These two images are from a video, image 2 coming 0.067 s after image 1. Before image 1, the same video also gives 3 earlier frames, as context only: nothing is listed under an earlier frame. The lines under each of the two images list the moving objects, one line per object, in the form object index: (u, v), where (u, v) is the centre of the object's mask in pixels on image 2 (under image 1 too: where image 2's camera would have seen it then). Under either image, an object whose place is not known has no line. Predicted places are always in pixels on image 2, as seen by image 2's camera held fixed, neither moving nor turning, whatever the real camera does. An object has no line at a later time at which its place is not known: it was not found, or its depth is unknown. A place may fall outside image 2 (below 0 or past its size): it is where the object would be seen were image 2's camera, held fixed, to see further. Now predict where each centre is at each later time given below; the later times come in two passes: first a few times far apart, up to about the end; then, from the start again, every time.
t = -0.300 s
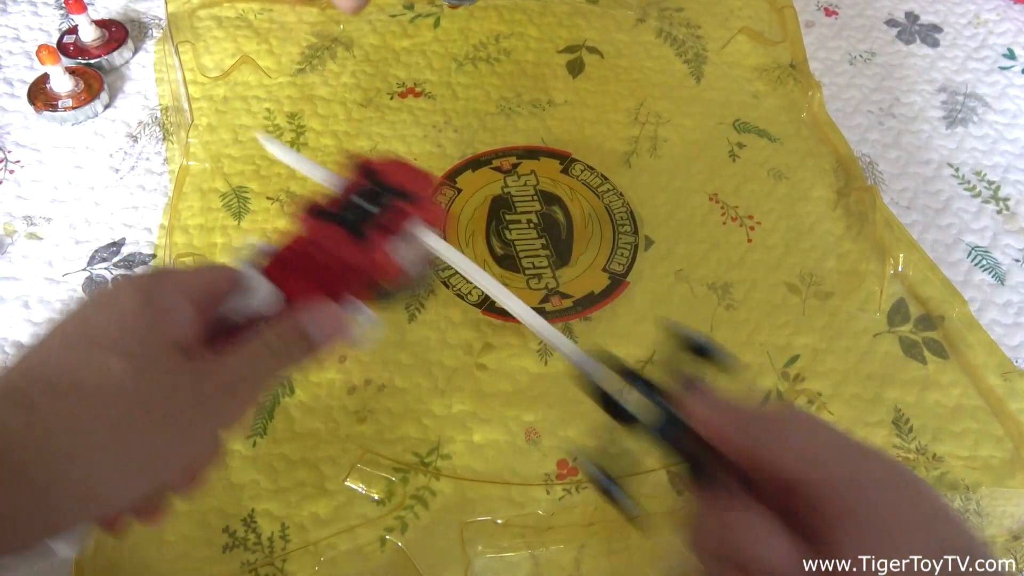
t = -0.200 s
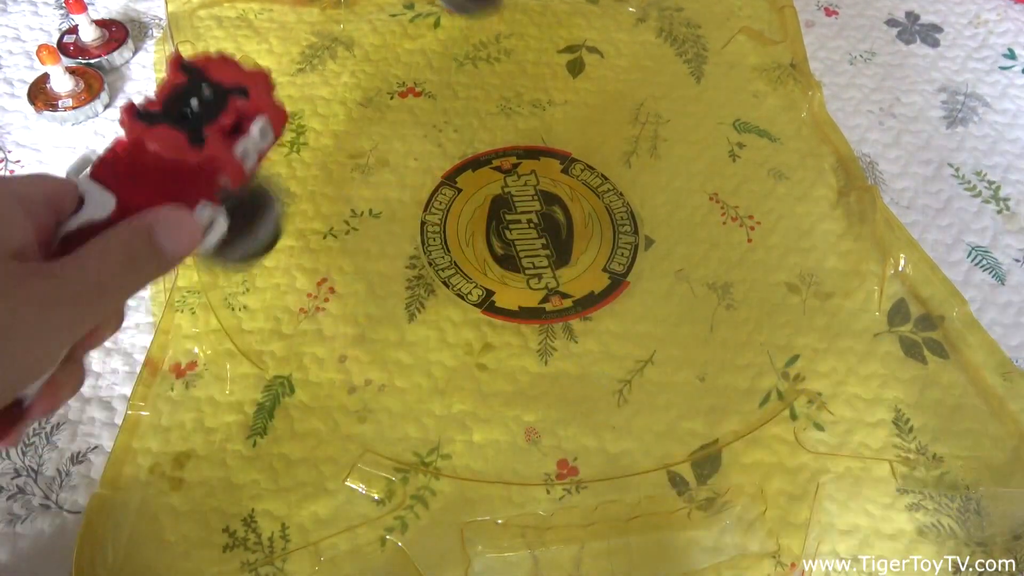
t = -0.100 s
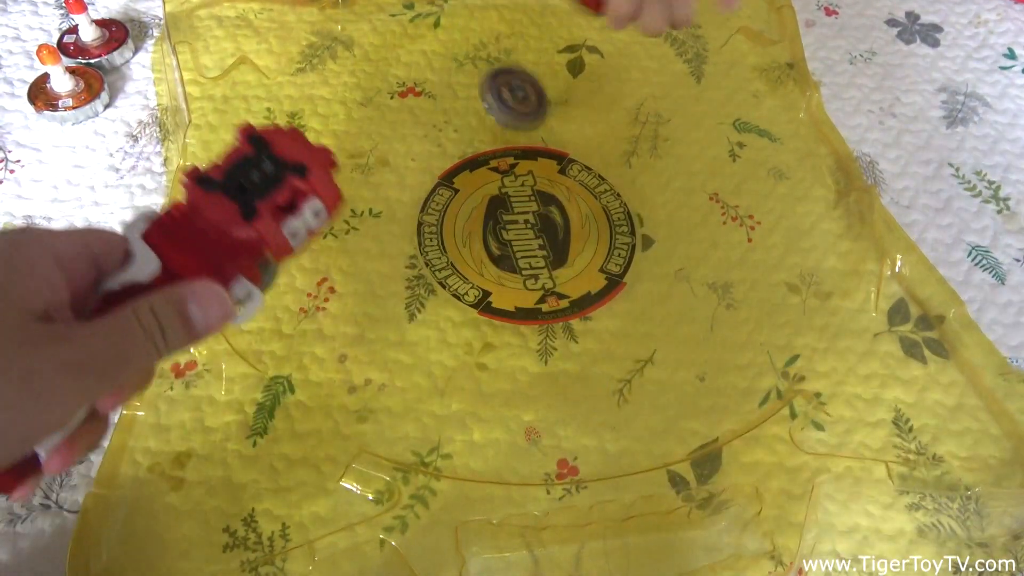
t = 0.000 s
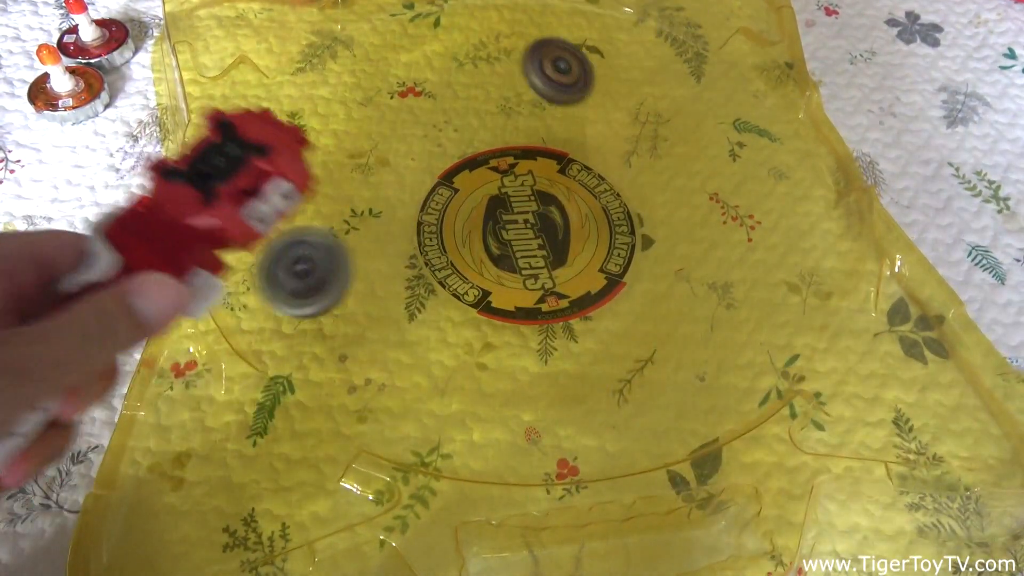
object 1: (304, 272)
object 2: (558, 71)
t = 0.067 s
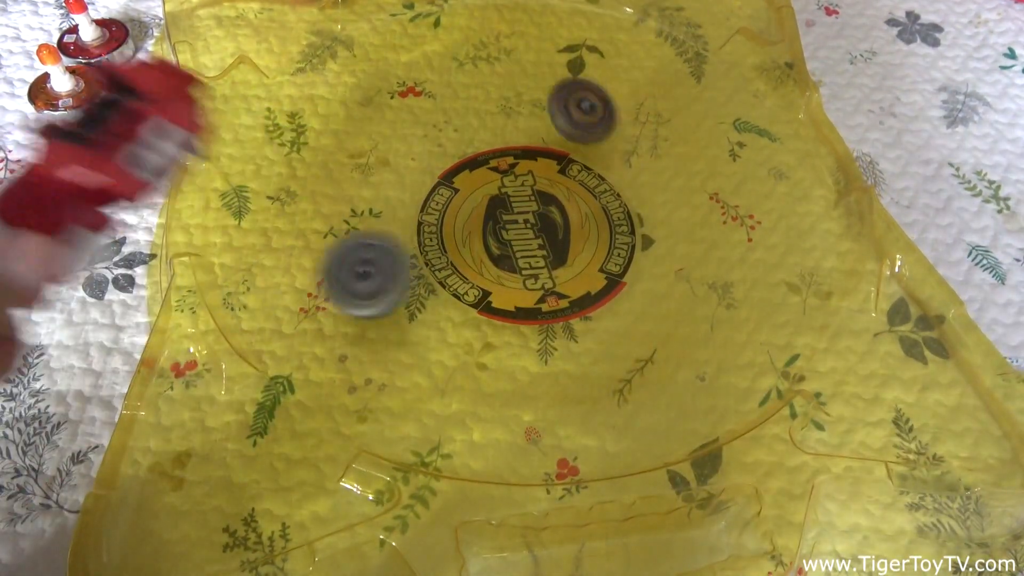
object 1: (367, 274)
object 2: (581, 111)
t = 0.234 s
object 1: (544, 265)
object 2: (634, 95)
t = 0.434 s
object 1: (693, 226)
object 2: (663, 88)
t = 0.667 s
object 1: (743, 177)
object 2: (669, 96)
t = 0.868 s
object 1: (742, 162)
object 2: (665, 102)
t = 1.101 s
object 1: (701, 174)
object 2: (637, 130)
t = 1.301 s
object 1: (673, 229)
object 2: (530, 149)
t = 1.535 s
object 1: (629, 284)
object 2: (412, 161)
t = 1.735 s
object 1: (576, 294)
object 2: (373, 165)
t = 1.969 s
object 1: (501, 282)
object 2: (392, 172)
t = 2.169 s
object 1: (432, 273)
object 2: (414, 178)
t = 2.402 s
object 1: (385, 262)
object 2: (472, 187)
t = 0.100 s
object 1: (401, 275)
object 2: (595, 98)
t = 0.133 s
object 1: (439, 274)
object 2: (606, 94)
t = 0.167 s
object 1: (476, 273)
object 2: (615, 103)
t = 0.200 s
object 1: (512, 269)
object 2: (625, 104)
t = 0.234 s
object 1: (544, 265)
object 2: (634, 95)
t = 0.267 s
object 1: (576, 262)
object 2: (641, 98)
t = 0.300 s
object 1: (606, 256)
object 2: (647, 96)
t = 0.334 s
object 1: (634, 249)
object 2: (653, 89)
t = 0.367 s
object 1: (657, 243)
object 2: (656, 92)
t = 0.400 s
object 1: (677, 234)
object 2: (660, 88)
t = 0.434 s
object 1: (693, 226)
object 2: (663, 88)
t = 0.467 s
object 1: (706, 218)
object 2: (665, 89)
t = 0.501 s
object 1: (716, 210)
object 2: (667, 89)
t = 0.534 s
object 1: (724, 202)
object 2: (668, 90)
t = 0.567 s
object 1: (731, 195)
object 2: (669, 91)
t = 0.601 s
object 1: (737, 189)
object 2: (670, 92)
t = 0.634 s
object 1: (741, 183)
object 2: (670, 95)
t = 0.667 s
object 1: (743, 177)
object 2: (669, 96)
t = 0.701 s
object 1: (745, 173)
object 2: (669, 97)
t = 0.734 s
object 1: (746, 168)
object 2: (668, 98)
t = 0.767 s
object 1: (747, 166)
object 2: (668, 99)
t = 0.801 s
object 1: (746, 164)
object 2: (667, 100)
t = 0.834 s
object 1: (745, 162)
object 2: (666, 101)
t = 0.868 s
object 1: (742, 162)
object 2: (665, 102)
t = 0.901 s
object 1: (739, 162)
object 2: (665, 104)
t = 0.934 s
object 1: (735, 163)
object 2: (663, 107)
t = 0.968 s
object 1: (730, 164)
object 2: (660, 110)
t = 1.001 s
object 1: (724, 165)
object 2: (655, 114)
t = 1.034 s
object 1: (717, 168)
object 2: (650, 119)
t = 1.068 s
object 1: (710, 170)
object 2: (644, 124)
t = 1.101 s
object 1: (701, 174)
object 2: (637, 130)
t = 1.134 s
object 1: (698, 183)
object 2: (623, 132)
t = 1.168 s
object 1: (695, 192)
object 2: (606, 134)
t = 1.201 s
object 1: (690, 201)
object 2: (587, 137)
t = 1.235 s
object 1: (685, 211)
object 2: (569, 141)
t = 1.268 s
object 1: (679, 219)
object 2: (549, 145)
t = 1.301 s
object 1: (673, 229)
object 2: (530, 149)
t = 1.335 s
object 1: (667, 238)
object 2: (512, 152)
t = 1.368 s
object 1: (661, 247)
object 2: (494, 155)
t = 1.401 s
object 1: (655, 255)
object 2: (477, 158)
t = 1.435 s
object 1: (648, 264)
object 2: (460, 159)
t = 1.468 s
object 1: (642, 271)
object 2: (444, 160)
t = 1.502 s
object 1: (635, 277)
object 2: (427, 160)
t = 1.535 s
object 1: (629, 284)
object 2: (412, 161)
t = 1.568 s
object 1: (621, 288)
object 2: (398, 161)
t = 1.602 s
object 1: (613, 292)
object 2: (387, 161)
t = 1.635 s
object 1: (604, 294)
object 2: (379, 162)
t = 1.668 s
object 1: (594, 295)
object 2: (374, 163)
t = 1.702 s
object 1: (586, 295)
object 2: (372, 163)
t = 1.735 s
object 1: (576, 294)
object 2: (373, 165)
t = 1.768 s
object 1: (566, 292)
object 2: (375, 167)
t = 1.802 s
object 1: (556, 290)
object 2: (377, 168)
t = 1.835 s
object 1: (546, 288)
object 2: (380, 169)
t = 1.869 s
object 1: (535, 286)
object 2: (383, 170)
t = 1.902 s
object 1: (524, 285)
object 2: (385, 171)
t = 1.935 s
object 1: (513, 284)
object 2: (388, 172)
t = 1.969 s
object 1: (501, 282)
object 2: (392, 172)
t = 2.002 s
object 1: (488, 281)
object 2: (395, 173)
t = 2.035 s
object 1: (477, 279)
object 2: (399, 174)
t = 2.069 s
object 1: (465, 277)
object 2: (402, 175)
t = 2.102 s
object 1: (453, 276)
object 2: (405, 176)
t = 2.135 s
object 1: (441, 275)
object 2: (409, 177)
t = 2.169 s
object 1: (432, 273)
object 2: (414, 178)
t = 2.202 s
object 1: (422, 272)
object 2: (421, 179)
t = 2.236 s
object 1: (414, 270)
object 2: (430, 180)
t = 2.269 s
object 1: (406, 269)
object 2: (438, 181)
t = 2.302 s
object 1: (399, 267)
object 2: (447, 182)
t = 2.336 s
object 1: (393, 266)
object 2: (455, 184)
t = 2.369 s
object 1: (388, 264)
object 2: (464, 185)
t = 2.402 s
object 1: (385, 262)
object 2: (472, 187)
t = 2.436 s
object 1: (383, 259)
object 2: (481, 190)
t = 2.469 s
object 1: (382, 256)
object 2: (489, 192)
